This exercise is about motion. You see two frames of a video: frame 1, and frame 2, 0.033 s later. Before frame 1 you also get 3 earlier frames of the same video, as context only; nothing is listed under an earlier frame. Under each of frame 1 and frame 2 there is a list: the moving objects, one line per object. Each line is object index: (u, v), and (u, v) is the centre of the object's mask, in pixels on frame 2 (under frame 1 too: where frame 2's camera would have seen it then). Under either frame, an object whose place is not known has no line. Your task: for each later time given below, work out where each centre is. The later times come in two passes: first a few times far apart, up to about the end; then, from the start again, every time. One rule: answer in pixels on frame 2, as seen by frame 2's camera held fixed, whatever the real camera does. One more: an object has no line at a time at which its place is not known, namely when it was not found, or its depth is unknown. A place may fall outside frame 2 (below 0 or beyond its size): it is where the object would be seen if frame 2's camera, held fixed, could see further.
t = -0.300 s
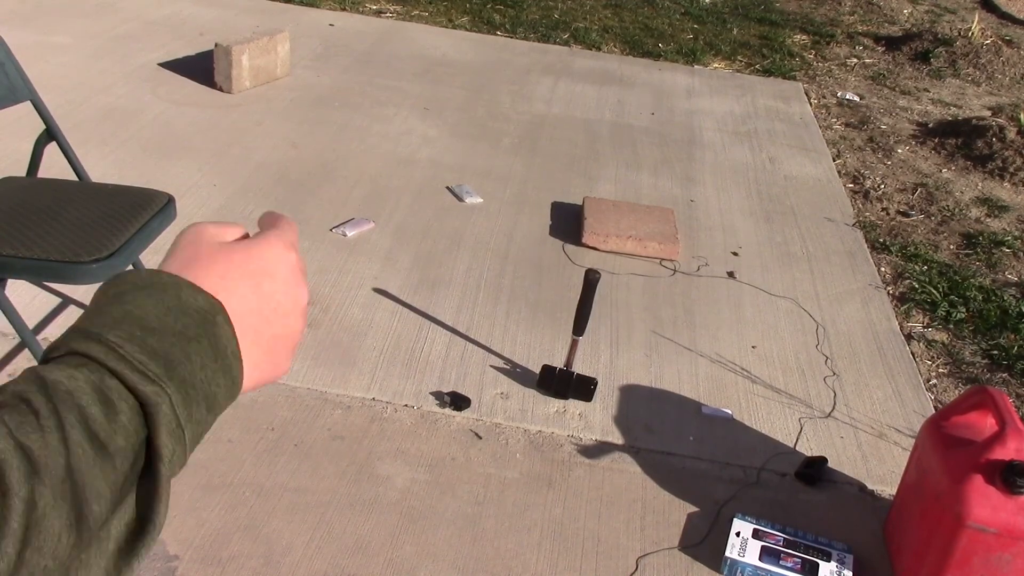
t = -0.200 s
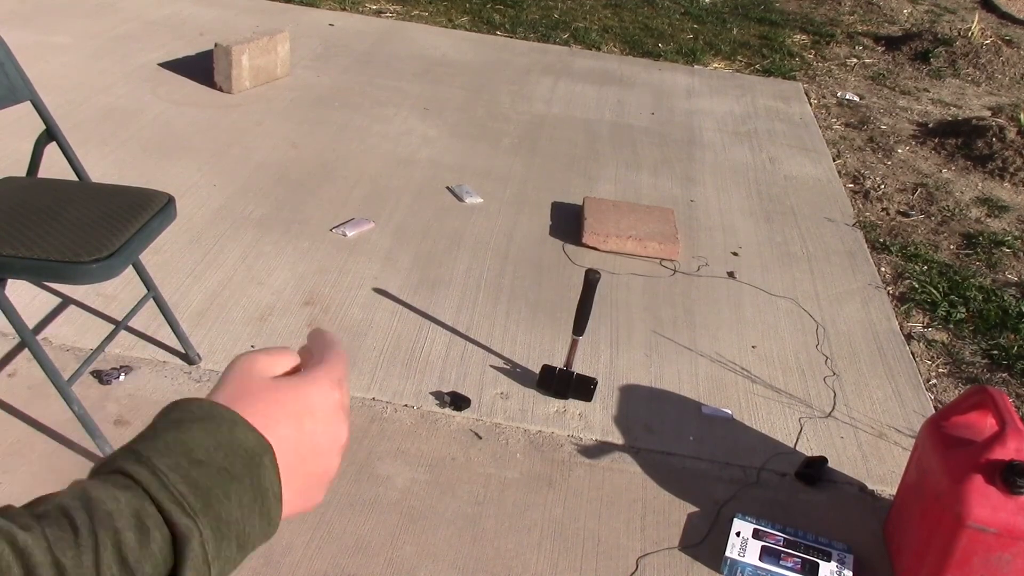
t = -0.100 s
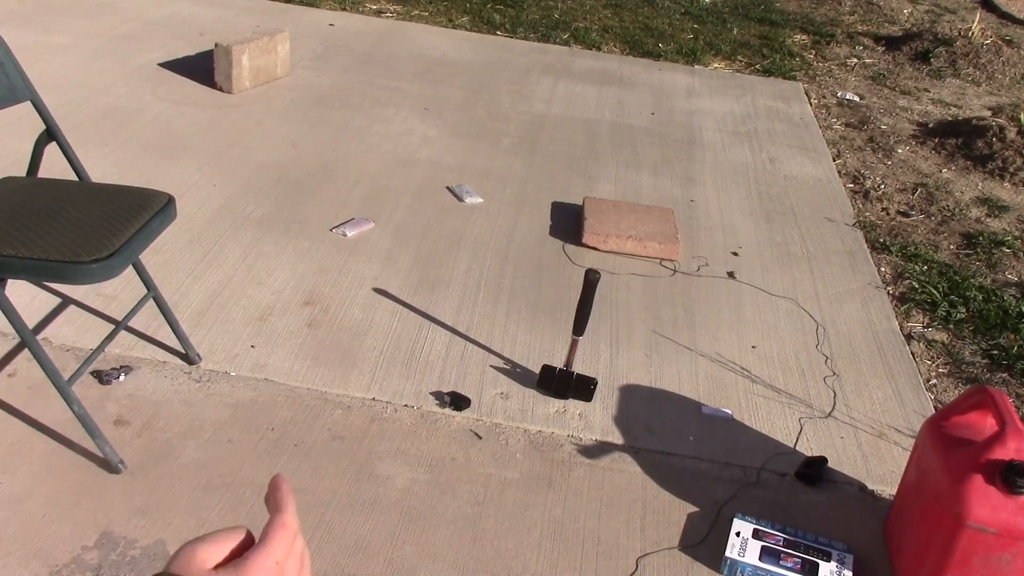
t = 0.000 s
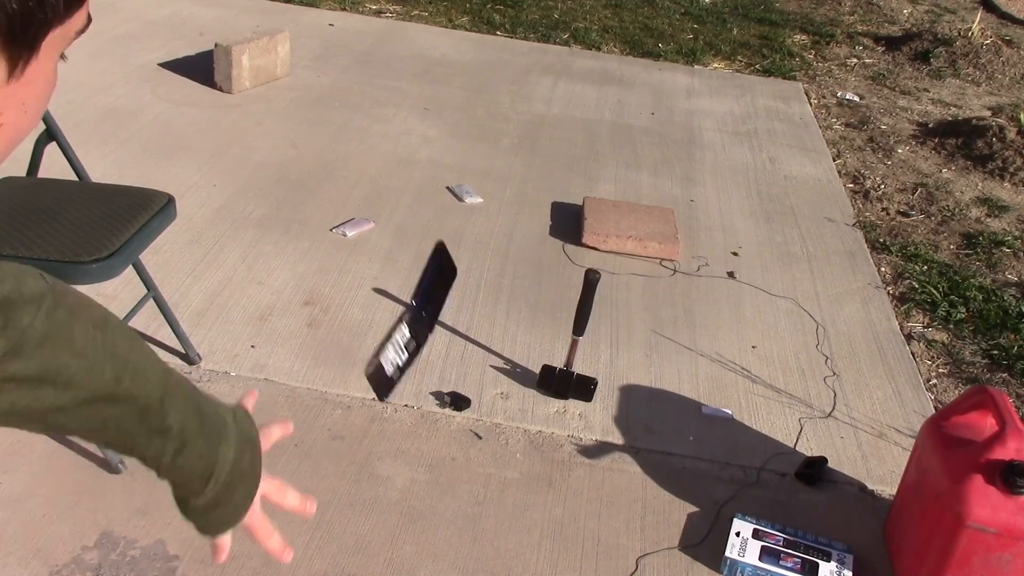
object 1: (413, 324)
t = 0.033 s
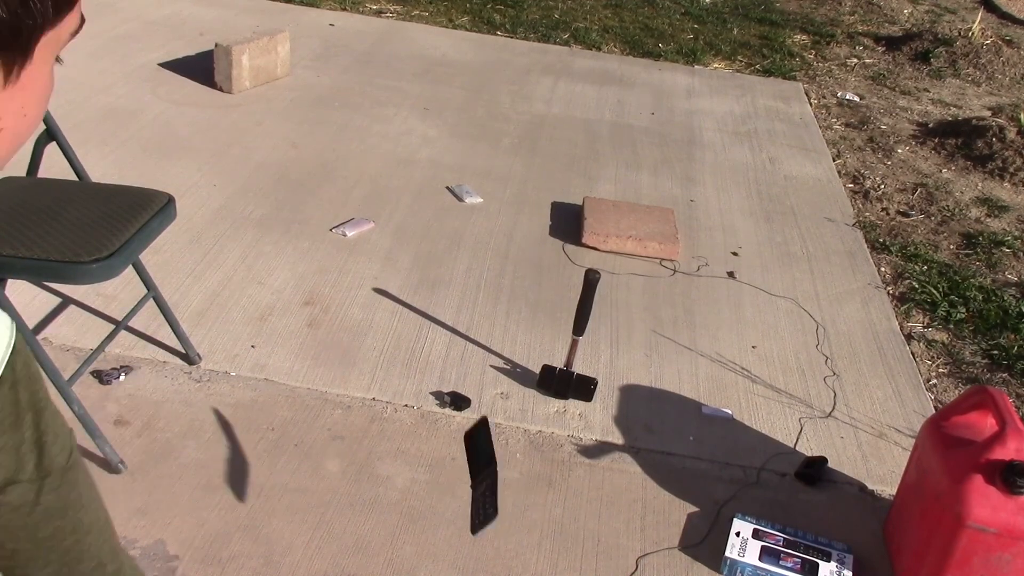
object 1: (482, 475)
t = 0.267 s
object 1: (657, 360)
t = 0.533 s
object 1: (737, 322)
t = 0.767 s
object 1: (767, 294)
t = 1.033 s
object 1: (763, 289)
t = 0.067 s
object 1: (510, 549)
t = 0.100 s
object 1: (539, 505)
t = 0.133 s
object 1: (570, 466)
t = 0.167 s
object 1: (597, 432)
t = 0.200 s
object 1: (621, 401)
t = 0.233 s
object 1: (641, 377)
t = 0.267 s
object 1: (657, 360)
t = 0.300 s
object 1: (673, 347)
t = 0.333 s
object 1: (687, 338)
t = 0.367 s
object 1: (699, 335)
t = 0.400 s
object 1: (710, 331)
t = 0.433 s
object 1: (718, 335)
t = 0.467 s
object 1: (723, 340)
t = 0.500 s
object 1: (726, 334)
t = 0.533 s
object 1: (737, 322)
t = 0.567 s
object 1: (744, 313)
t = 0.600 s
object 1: (749, 308)
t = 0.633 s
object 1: (753, 306)
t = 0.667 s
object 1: (755, 305)
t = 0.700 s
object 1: (760, 304)
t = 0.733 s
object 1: (764, 298)
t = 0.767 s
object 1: (767, 294)
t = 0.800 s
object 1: (765, 292)
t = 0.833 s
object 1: (767, 291)
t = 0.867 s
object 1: (773, 294)
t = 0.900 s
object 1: (776, 293)
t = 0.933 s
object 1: (777, 293)
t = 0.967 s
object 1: (776, 295)
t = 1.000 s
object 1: (774, 295)
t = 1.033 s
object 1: (763, 289)
